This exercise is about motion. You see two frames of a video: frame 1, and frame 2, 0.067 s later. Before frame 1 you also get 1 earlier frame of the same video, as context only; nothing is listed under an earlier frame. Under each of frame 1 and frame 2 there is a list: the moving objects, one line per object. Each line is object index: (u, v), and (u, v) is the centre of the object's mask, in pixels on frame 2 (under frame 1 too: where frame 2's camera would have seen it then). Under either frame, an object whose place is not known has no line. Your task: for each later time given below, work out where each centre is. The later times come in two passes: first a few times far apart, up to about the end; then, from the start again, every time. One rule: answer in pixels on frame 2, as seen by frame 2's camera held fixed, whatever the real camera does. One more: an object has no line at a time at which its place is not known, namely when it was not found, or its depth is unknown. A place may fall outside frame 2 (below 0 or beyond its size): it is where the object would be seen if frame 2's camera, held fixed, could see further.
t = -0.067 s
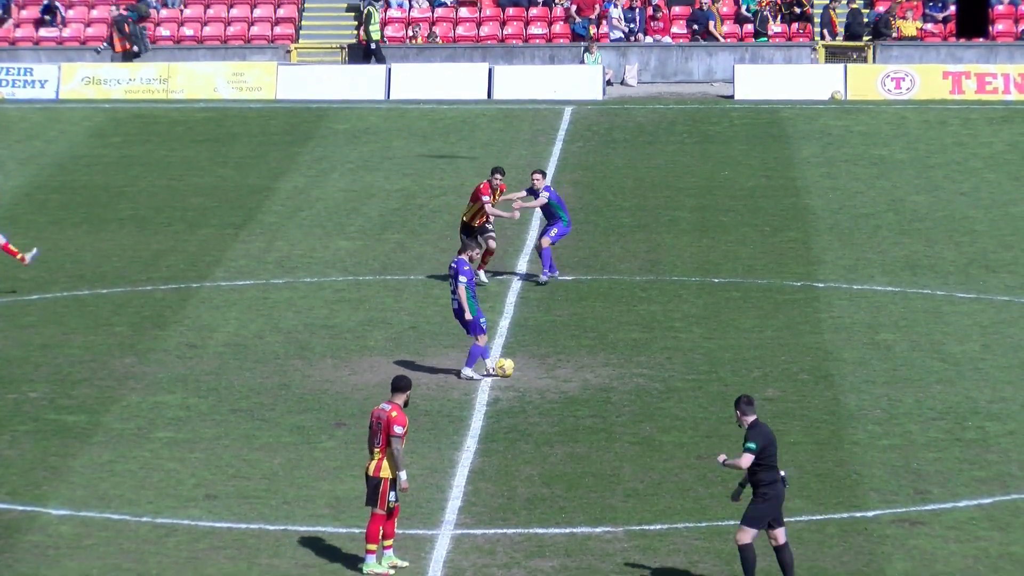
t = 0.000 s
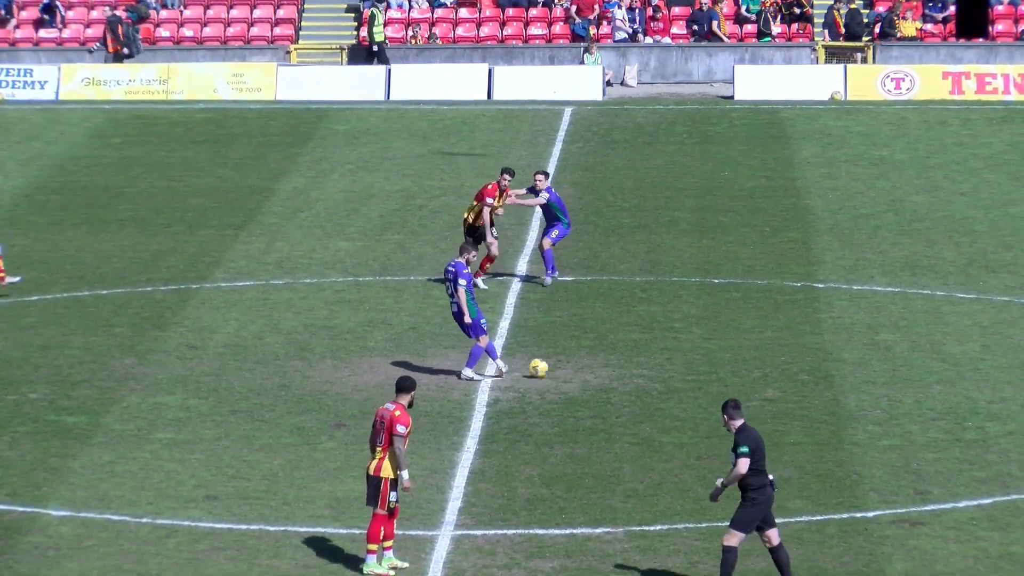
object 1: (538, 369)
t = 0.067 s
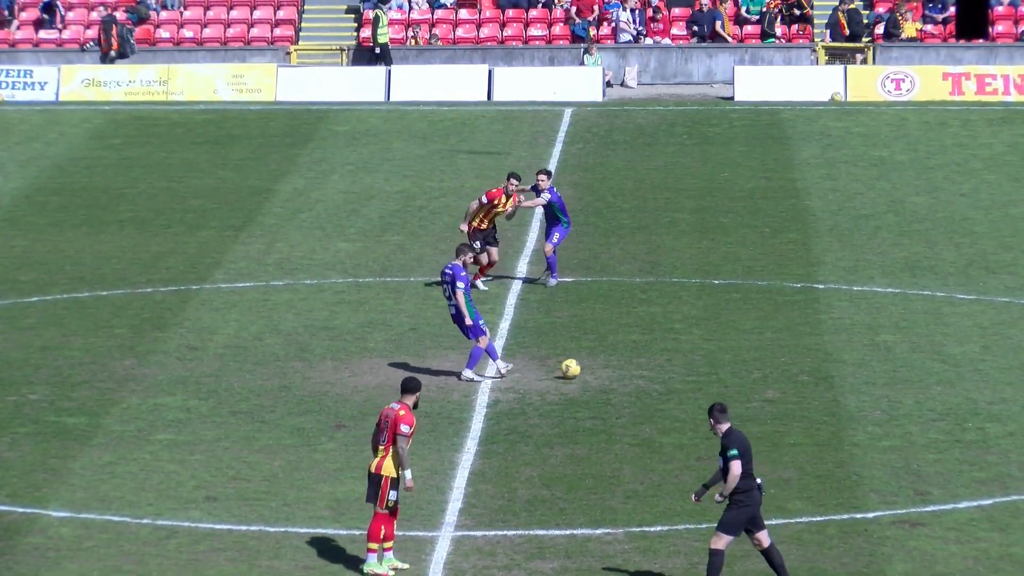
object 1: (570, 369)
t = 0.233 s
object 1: (643, 370)
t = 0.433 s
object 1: (717, 371)
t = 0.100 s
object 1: (586, 369)
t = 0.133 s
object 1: (601, 370)
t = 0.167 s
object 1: (616, 369)
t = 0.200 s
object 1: (630, 369)
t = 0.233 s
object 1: (643, 370)
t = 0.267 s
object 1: (657, 371)
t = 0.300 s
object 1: (670, 371)
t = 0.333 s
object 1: (683, 371)
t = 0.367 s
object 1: (694, 370)
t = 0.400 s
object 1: (706, 371)
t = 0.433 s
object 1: (717, 371)
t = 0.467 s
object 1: (728, 370)
